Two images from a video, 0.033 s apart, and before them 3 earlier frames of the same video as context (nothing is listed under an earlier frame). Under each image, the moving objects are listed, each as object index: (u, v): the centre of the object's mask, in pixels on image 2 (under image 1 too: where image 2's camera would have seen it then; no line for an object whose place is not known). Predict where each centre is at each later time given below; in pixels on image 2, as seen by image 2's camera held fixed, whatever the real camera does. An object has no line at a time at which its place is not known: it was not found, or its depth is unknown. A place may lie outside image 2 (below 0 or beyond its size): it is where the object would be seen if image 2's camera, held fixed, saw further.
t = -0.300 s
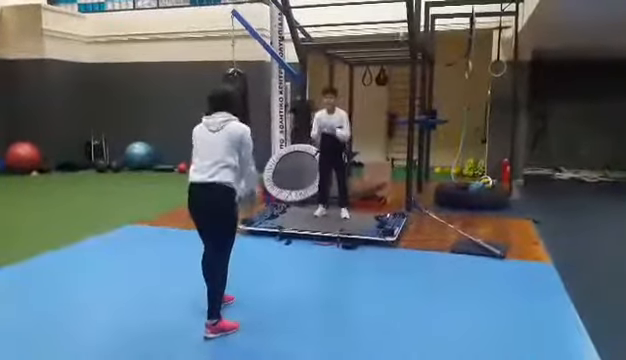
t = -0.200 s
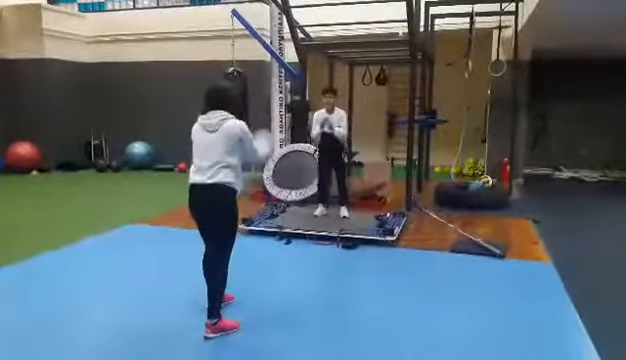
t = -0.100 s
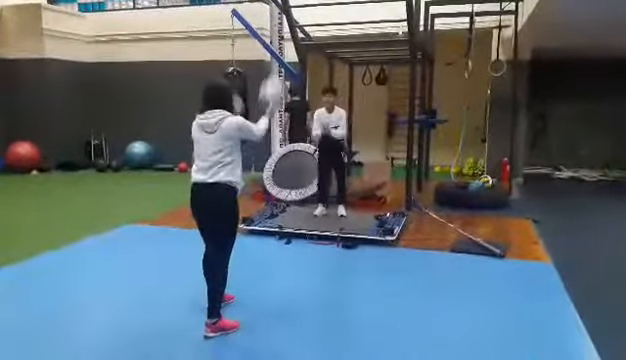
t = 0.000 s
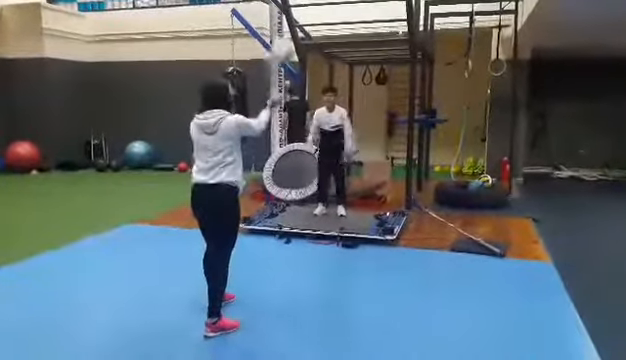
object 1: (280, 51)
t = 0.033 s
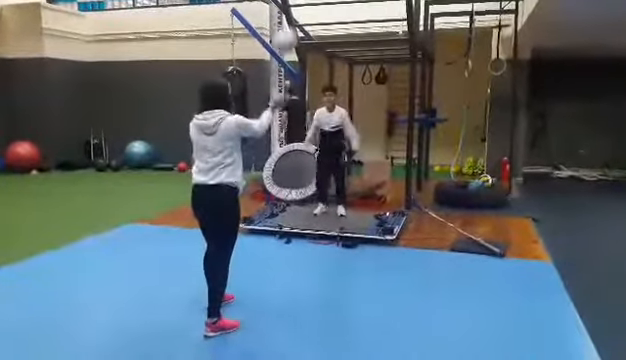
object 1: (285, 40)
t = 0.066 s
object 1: (286, 30)
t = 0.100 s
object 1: (289, 22)
